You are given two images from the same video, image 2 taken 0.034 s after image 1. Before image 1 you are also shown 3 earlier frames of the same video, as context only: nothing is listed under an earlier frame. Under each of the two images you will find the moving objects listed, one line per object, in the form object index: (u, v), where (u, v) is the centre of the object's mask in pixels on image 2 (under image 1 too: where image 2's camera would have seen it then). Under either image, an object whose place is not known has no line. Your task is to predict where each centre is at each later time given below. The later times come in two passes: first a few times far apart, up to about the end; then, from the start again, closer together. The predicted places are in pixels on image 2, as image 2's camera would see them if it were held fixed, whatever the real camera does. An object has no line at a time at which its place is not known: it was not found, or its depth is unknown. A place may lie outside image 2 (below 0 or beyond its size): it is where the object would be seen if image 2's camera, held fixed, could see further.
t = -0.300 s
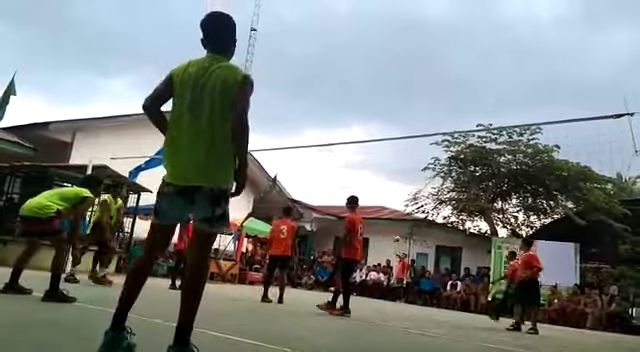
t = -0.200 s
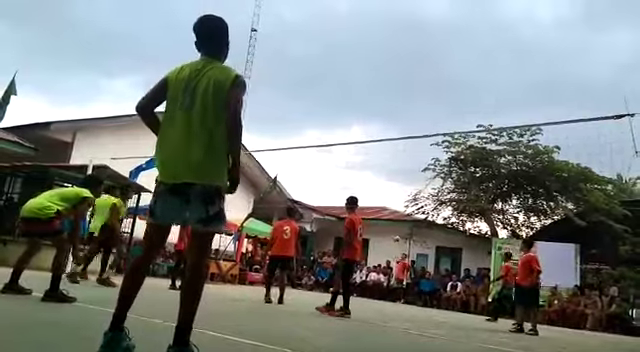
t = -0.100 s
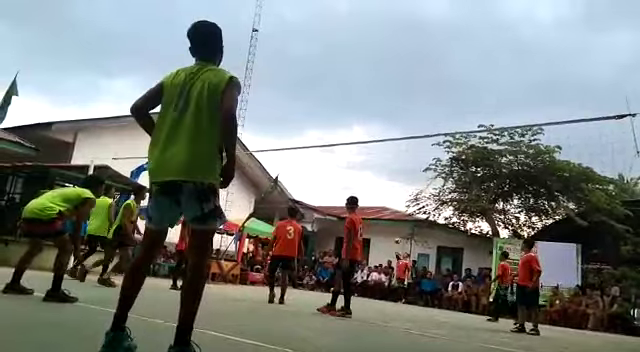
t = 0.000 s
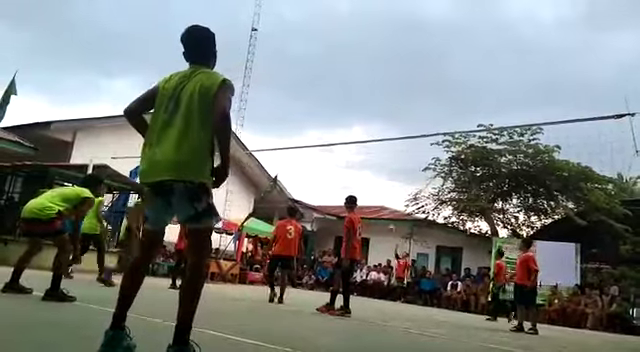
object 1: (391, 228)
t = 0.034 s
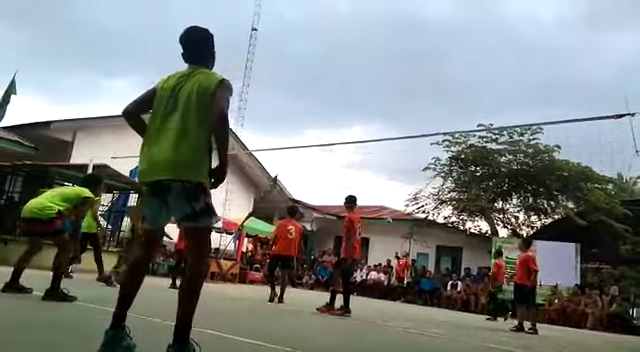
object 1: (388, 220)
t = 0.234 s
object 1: (365, 177)
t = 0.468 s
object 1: (329, 131)
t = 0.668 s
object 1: (286, 95)
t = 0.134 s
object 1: (377, 198)
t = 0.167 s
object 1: (373, 192)
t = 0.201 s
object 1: (369, 184)
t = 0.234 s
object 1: (365, 177)
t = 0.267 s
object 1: (360, 171)
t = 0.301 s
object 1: (355, 163)
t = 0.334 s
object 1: (351, 156)
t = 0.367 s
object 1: (345, 150)
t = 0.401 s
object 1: (340, 143)
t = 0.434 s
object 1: (334, 137)
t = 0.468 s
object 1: (329, 131)
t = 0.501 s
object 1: (322, 125)
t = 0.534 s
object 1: (316, 119)
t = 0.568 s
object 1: (310, 112)
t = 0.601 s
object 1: (302, 107)
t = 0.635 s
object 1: (294, 101)
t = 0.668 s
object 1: (286, 95)
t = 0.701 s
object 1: (278, 90)
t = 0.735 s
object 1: (268, 84)
